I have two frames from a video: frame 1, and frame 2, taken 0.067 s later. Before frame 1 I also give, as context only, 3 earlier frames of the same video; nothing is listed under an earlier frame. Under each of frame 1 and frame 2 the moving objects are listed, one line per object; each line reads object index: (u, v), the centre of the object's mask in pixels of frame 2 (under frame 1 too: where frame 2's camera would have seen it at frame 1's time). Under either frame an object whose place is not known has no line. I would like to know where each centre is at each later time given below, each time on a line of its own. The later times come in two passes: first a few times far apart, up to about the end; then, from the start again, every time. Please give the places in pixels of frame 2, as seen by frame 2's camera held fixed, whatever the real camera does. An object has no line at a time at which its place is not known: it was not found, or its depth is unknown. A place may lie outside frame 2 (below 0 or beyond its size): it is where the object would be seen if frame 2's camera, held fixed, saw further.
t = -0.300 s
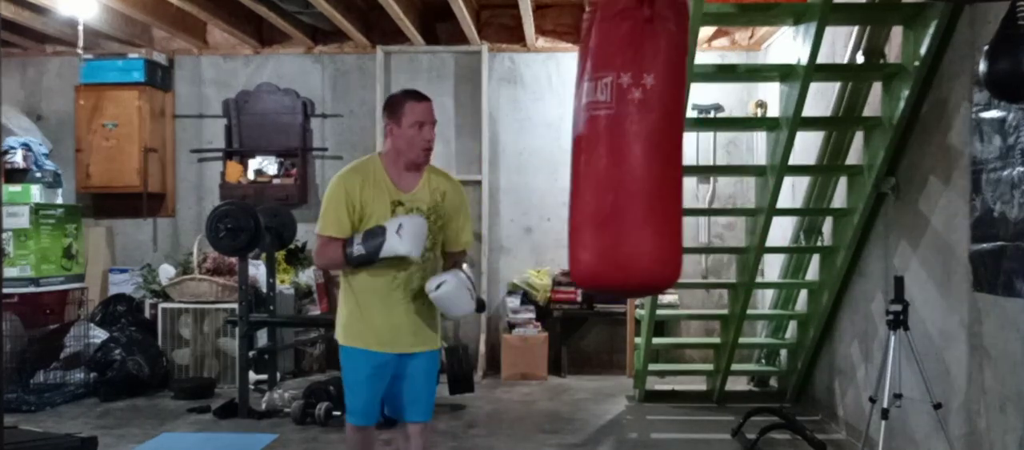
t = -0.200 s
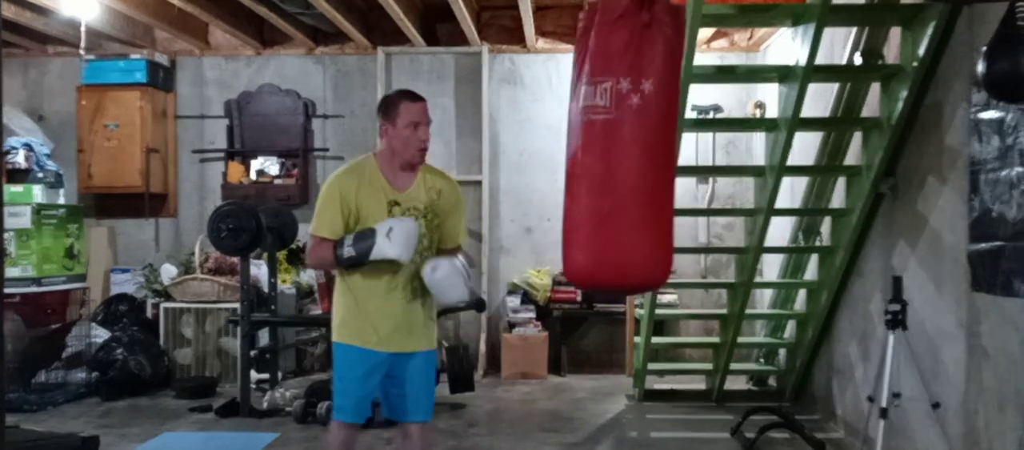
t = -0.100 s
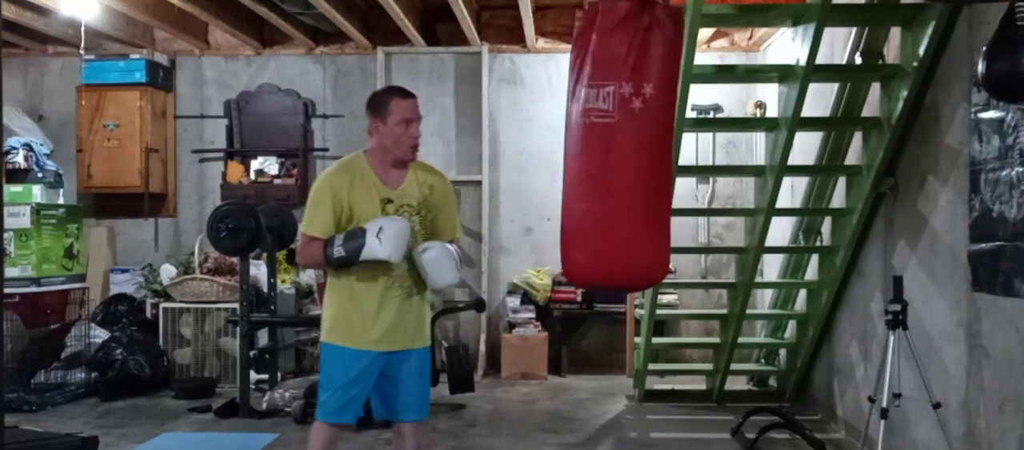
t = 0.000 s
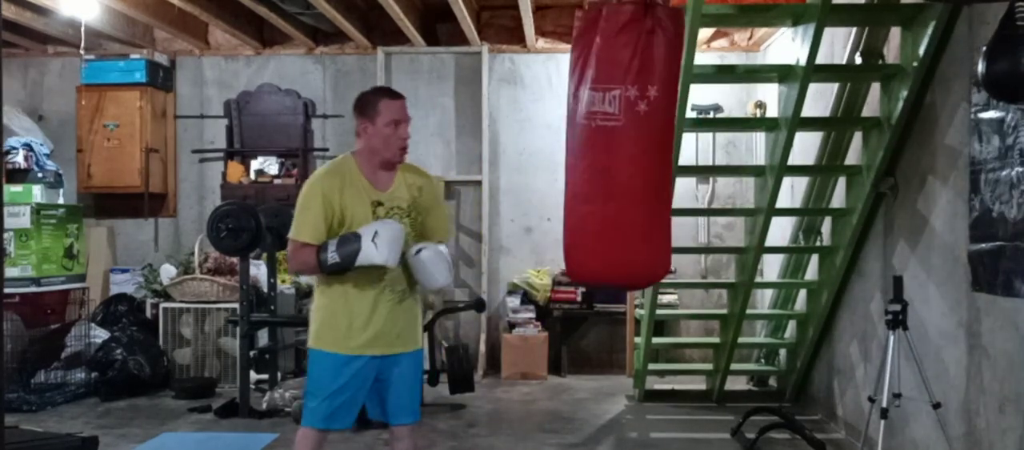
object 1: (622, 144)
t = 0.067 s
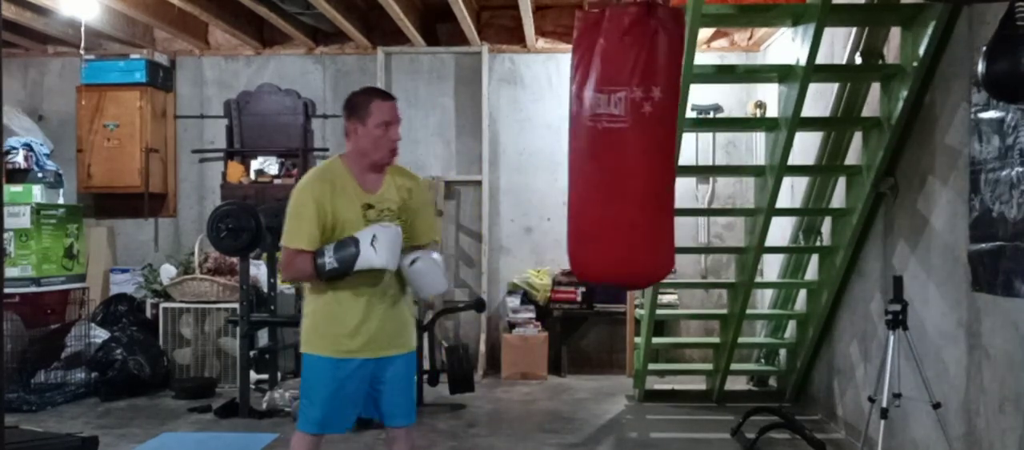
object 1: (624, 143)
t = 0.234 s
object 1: (635, 144)
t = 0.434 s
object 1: (655, 147)
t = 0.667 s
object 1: (679, 149)
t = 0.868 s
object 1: (692, 149)
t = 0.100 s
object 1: (626, 144)
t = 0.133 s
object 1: (628, 144)
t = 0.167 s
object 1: (630, 144)
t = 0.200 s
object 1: (632, 144)
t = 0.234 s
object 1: (635, 144)
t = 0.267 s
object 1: (638, 144)
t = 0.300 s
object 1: (641, 145)
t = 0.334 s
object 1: (644, 145)
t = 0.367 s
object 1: (648, 146)
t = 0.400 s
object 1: (651, 146)
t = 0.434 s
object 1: (655, 147)
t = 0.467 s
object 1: (658, 147)
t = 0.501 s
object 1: (662, 148)
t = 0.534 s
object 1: (665, 148)
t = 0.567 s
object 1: (670, 148)
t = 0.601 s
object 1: (673, 148)
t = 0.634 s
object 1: (676, 149)
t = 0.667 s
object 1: (679, 149)
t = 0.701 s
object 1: (682, 149)
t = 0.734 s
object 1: (685, 149)
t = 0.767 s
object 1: (688, 149)
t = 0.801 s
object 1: (689, 149)
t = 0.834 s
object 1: (689, 148)
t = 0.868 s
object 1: (692, 149)
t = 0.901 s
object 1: (693, 148)
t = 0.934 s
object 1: (694, 148)
